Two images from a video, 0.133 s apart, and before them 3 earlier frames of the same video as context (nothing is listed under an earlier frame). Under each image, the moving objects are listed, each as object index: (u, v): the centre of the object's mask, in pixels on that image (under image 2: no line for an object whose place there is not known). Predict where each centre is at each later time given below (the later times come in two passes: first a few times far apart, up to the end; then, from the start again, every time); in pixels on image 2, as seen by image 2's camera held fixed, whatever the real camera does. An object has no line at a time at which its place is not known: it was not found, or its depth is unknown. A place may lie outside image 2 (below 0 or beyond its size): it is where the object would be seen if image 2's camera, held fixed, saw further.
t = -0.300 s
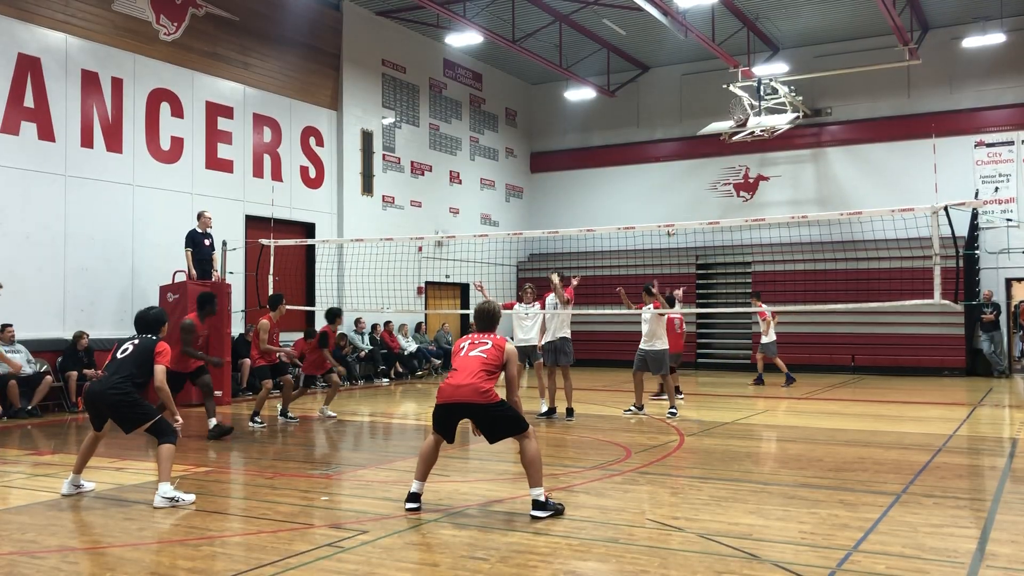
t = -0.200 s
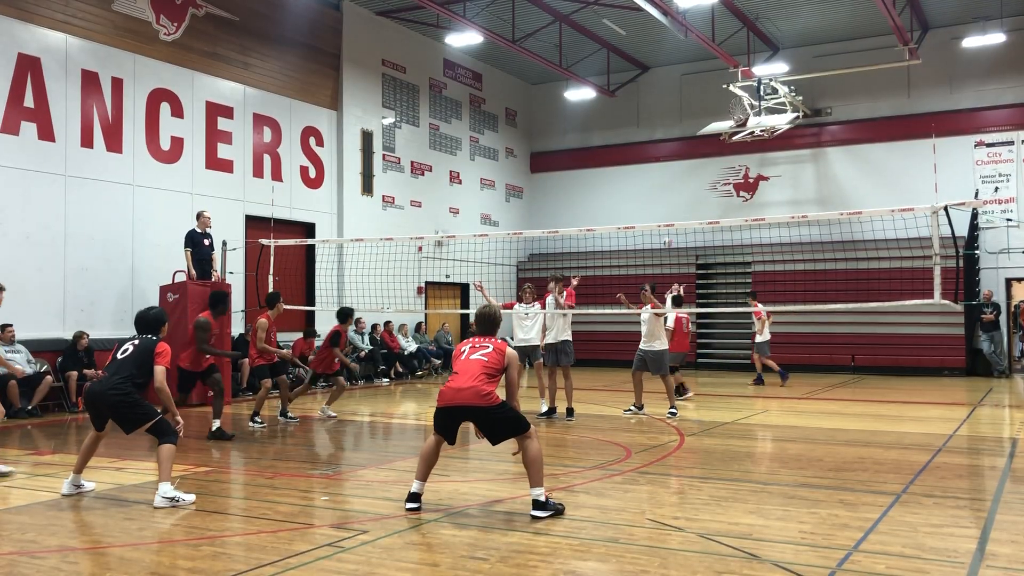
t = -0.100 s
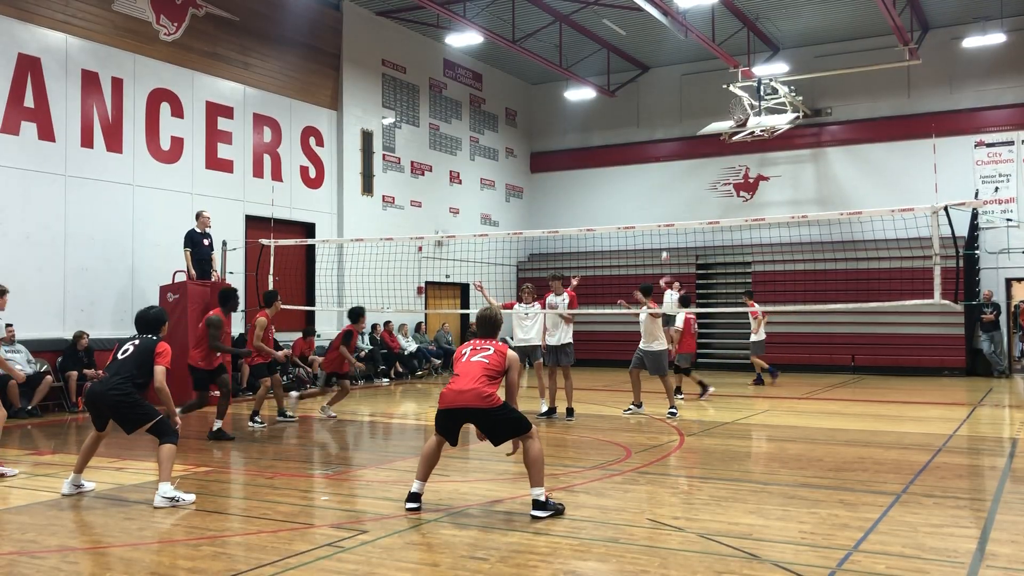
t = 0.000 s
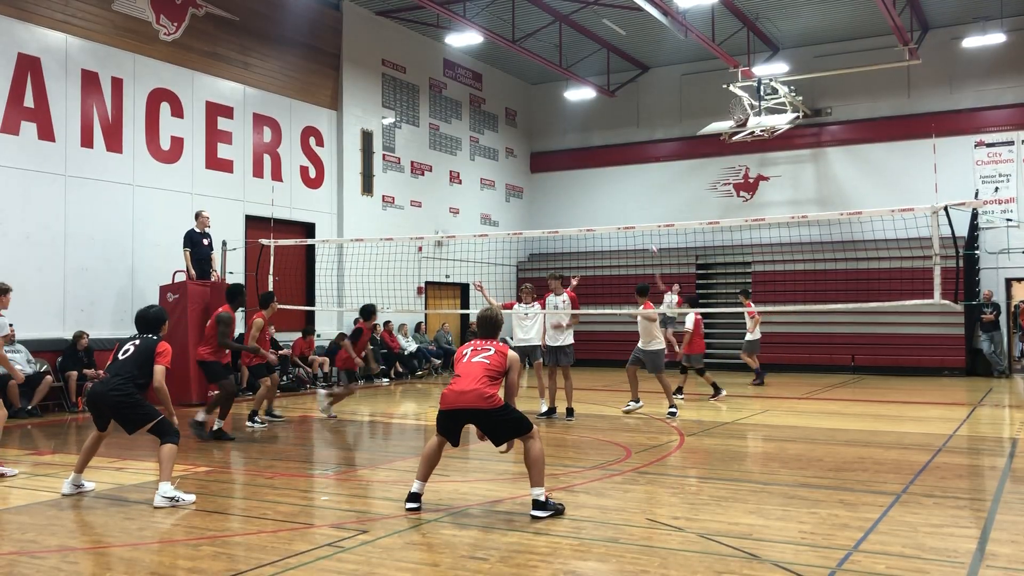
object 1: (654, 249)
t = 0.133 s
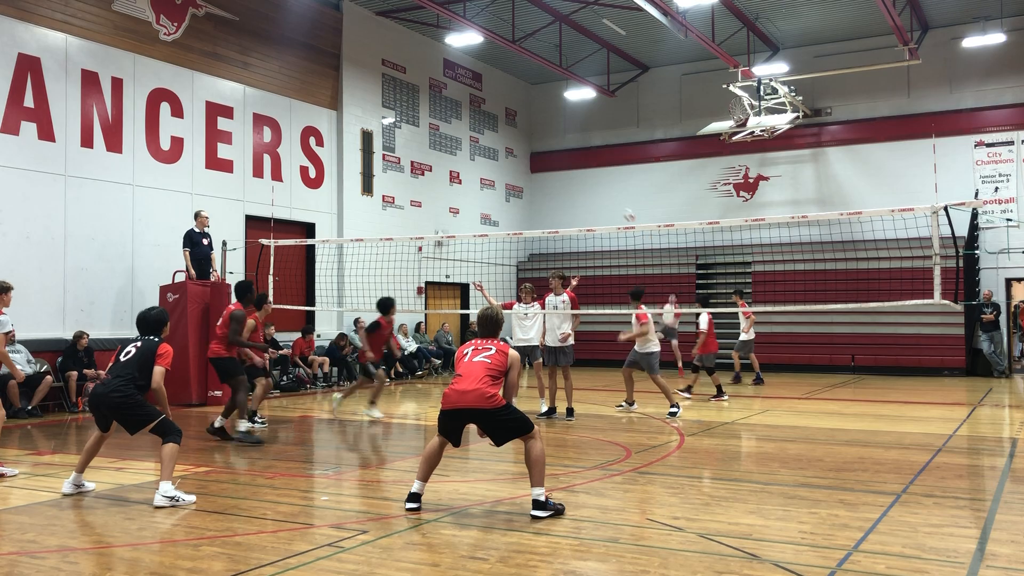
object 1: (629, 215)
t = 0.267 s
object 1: (600, 182)
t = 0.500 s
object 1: (533, 145)
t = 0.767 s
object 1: (420, 138)
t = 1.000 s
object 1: (268, 185)
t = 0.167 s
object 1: (622, 207)
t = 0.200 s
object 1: (616, 199)
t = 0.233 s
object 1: (607, 191)
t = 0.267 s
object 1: (600, 182)
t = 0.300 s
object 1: (591, 177)
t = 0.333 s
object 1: (583, 172)
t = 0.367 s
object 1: (573, 165)
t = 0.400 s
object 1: (564, 160)
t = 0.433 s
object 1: (554, 156)
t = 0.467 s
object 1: (543, 150)
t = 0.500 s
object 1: (533, 145)
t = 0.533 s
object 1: (522, 141)
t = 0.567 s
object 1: (509, 138)
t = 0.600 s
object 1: (496, 136)
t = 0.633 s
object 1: (484, 133)
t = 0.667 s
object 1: (468, 132)
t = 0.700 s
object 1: (453, 135)
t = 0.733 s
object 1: (438, 135)
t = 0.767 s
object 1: (420, 138)
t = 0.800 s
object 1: (405, 138)
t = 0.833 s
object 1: (385, 144)
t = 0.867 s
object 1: (363, 149)
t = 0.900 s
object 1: (343, 155)
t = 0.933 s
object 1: (321, 160)
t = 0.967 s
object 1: (295, 173)
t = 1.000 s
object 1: (268, 185)
